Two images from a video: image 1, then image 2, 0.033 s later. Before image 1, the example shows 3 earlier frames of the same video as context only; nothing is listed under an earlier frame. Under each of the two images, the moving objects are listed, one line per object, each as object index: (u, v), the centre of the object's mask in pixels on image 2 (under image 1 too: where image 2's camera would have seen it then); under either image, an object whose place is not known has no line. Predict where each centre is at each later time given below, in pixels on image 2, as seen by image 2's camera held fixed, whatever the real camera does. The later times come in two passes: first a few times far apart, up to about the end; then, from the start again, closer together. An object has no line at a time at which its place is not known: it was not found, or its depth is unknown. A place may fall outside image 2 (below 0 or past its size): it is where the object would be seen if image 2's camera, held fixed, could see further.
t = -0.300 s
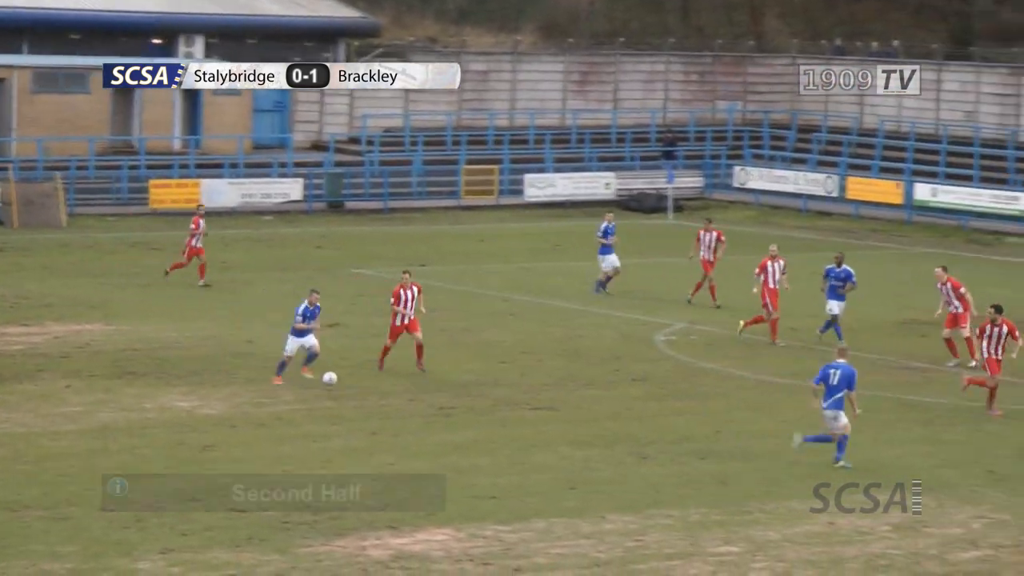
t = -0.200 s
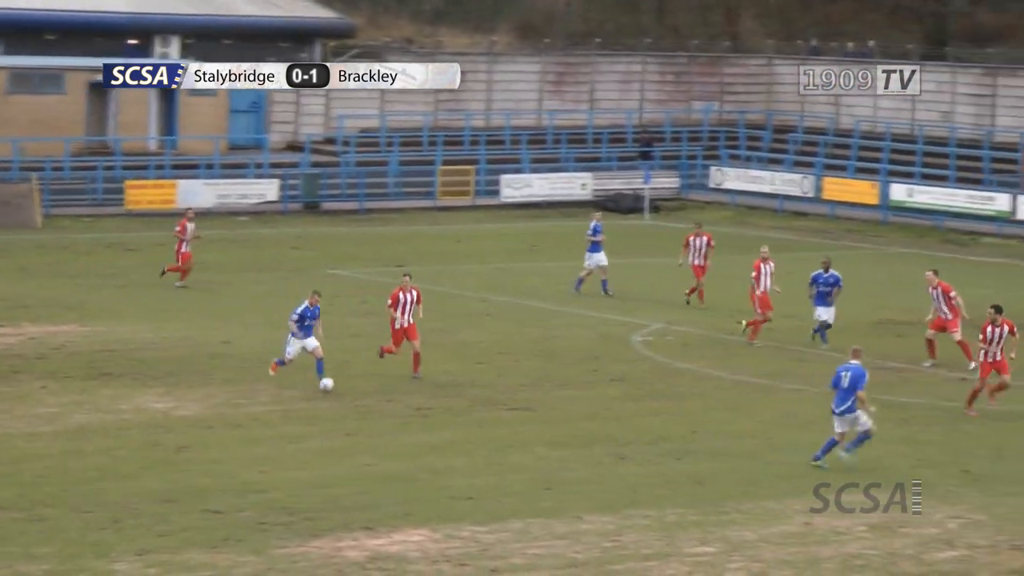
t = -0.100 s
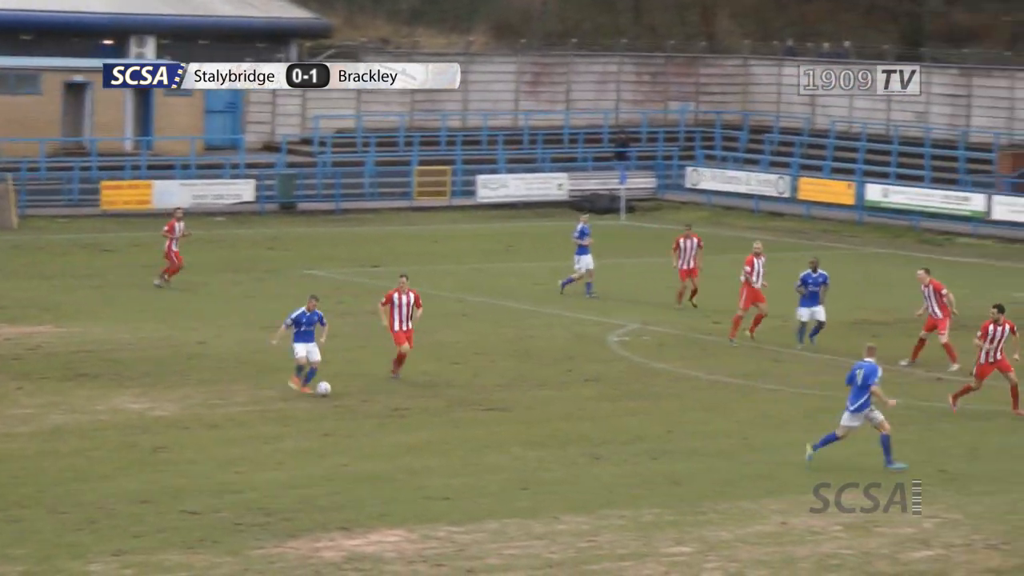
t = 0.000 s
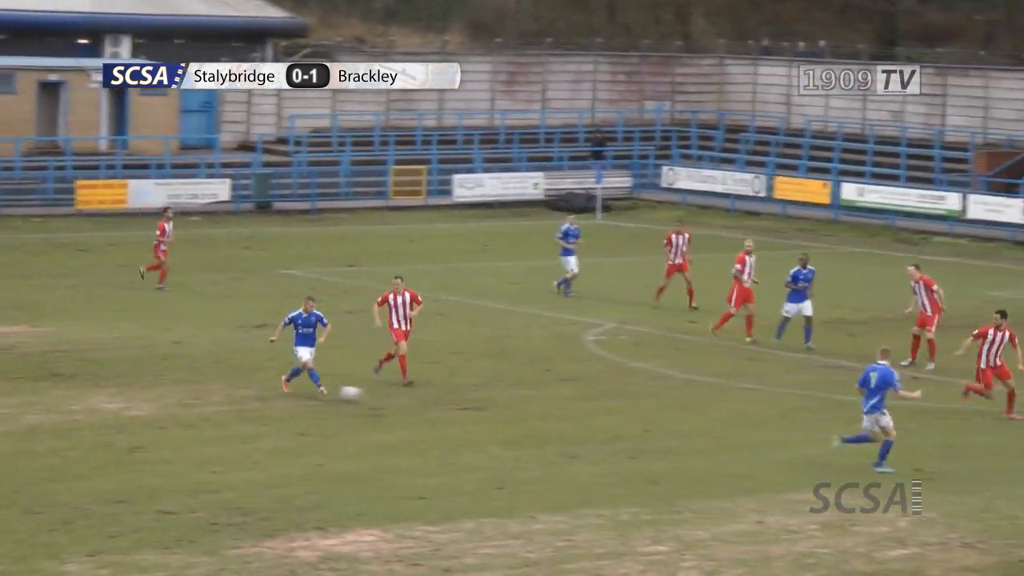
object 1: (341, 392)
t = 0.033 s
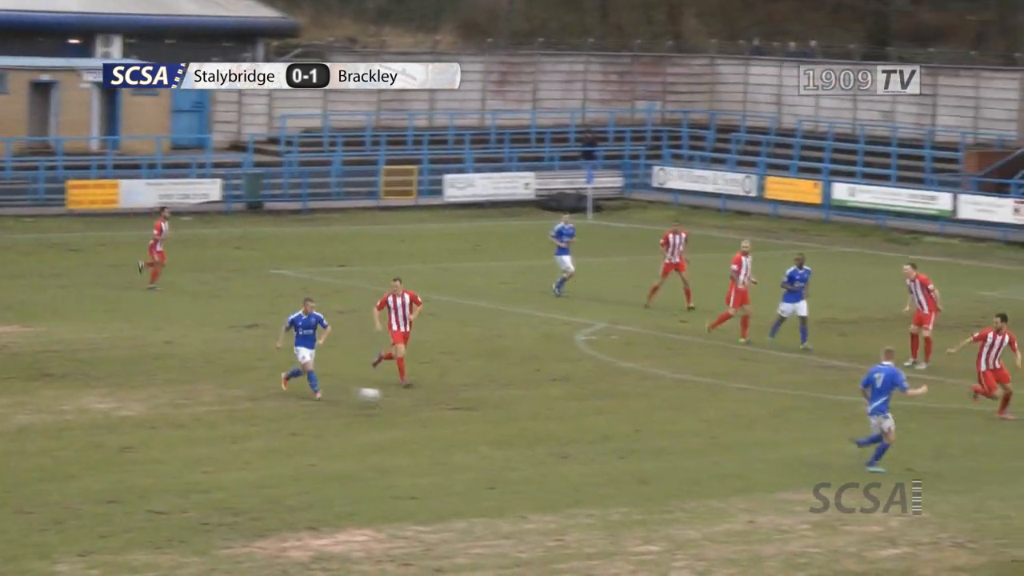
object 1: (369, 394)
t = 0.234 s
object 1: (523, 413)
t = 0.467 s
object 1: (693, 432)
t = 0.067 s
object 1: (393, 396)
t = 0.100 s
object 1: (418, 400)
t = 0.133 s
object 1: (448, 405)
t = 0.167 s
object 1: (471, 408)
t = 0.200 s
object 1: (496, 410)
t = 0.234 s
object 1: (523, 413)
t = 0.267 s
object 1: (547, 416)
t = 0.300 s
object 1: (572, 421)
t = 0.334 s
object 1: (599, 425)
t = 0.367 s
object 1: (621, 426)
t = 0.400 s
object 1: (644, 427)
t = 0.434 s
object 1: (670, 428)
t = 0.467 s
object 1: (693, 432)
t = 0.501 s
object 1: (715, 436)
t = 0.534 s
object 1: (743, 442)
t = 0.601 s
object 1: (786, 446)
